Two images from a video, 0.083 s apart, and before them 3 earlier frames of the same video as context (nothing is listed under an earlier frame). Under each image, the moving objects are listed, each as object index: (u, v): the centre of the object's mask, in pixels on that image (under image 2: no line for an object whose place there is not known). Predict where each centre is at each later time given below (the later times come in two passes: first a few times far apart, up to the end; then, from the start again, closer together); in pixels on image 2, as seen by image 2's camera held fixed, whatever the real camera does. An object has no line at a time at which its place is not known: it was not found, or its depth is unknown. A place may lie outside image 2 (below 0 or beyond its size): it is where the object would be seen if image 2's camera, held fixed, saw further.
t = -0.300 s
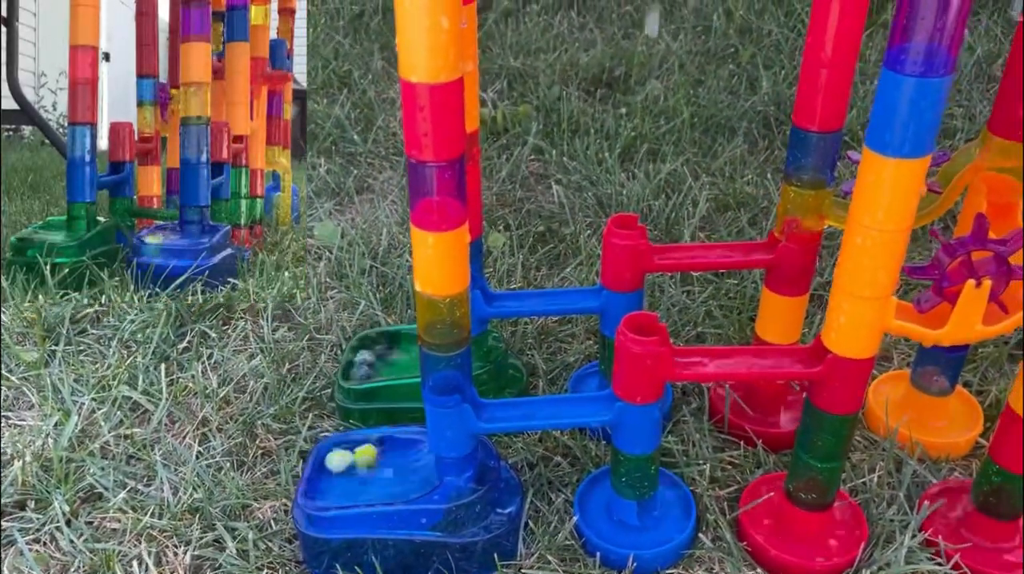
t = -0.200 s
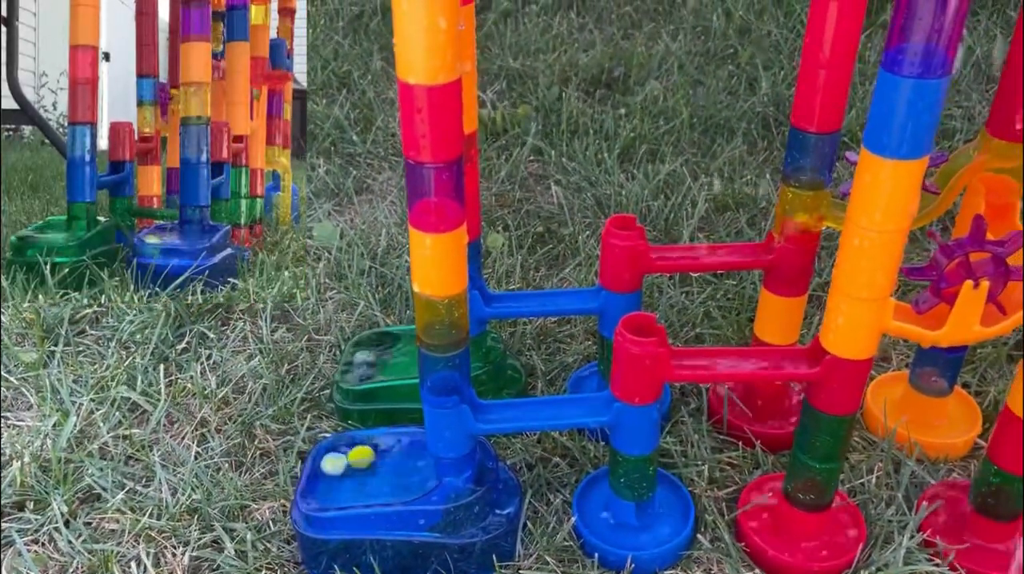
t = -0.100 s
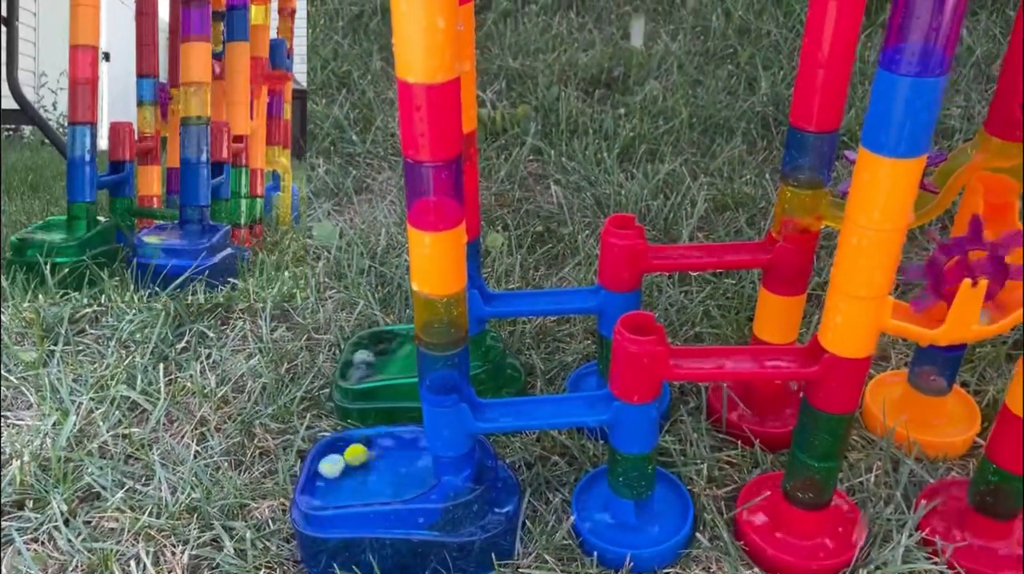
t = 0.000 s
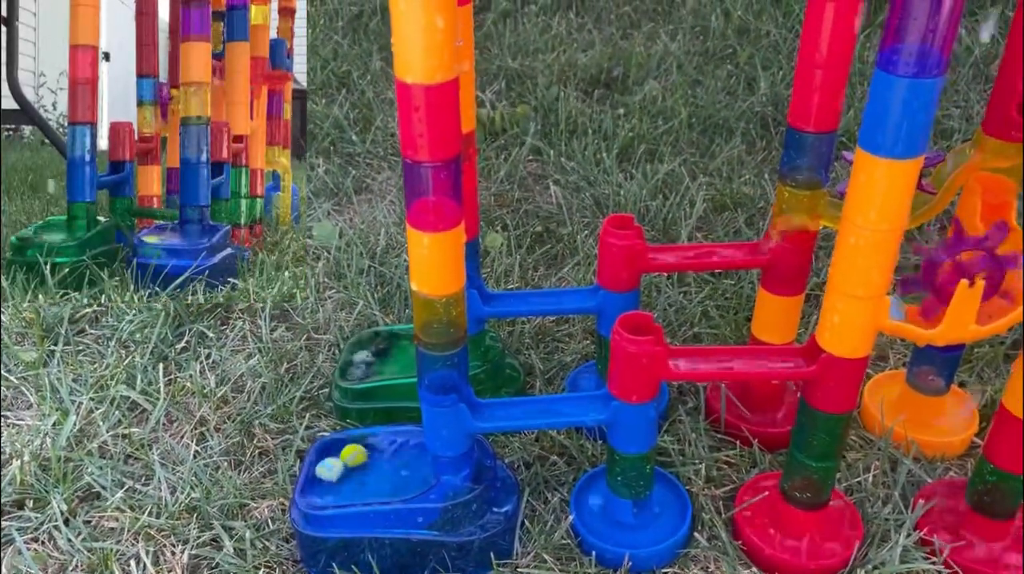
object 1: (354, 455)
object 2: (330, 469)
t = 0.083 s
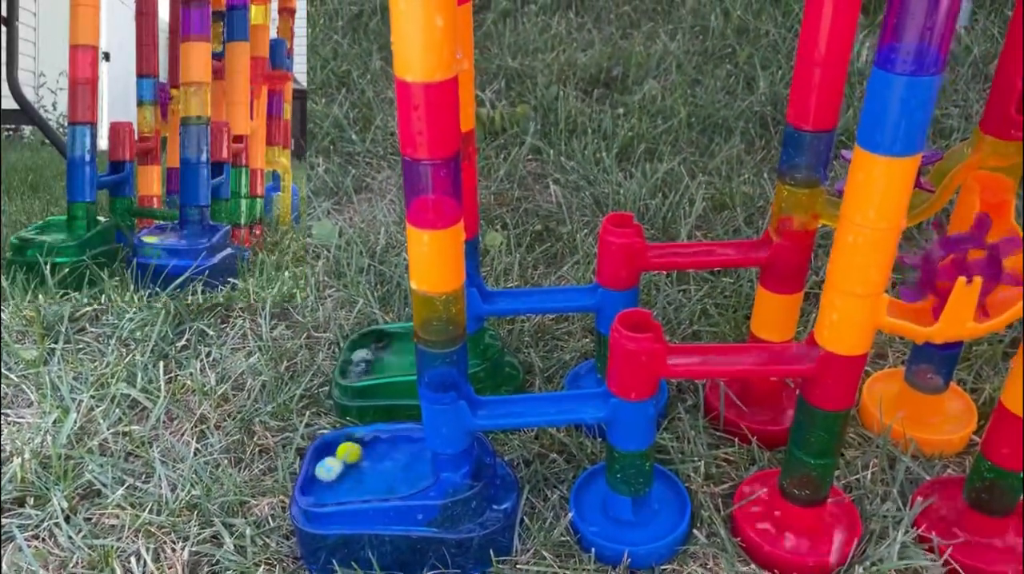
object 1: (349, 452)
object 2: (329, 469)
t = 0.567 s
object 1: (336, 456)
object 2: (326, 478)
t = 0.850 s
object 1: (336, 457)
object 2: (326, 478)
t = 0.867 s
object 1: (336, 457)
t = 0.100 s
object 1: (348, 453)
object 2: (328, 470)
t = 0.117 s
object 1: (347, 453)
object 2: (328, 470)
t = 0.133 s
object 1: (346, 452)
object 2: (328, 471)
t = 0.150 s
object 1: (345, 452)
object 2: (328, 471)
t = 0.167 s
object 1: (344, 452)
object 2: (328, 471)
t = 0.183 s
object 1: (343, 452)
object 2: (327, 472)
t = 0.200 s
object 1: (341, 453)
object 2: (327, 472)
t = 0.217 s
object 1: (341, 453)
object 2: (327, 473)
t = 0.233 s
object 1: (341, 453)
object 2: (328, 473)
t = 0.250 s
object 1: (340, 453)
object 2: (328, 473)
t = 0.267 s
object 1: (340, 454)
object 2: (328, 474)
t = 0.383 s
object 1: (337, 456)
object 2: (326, 477)
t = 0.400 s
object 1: (337, 456)
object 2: (327, 477)
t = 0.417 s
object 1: (337, 456)
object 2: (327, 477)
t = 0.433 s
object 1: (337, 456)
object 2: (326, 477)
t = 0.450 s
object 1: (337, 456)
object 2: (326, 477)
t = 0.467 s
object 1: (337, 456)
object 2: (326, 477)
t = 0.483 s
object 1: (336, 456)
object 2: (326, 477)
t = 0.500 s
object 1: (336, 456)
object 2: (326, 477)
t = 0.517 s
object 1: (336, 456)
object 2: (326, 477)
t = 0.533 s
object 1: (336, 456)
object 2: (326, 477)
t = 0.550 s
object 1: (336, 456)
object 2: (326, 477)
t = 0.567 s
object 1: (336, 456)
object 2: (326, 478)
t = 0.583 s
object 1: (336, 457)
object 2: (326, 478)
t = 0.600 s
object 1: (336, 457)
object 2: (326, 478)
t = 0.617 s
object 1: (335, 457)
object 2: (326, 478)
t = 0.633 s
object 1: (336, 457)
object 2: (326, 478)
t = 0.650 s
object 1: (336, 457)
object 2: (326, 478)
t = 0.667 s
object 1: (336, 457)
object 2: (326, 478)
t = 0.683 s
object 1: (336, 457)
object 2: (326, 478)
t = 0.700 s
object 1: (336, 457)
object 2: (326, 478)
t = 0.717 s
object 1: (336, 457)
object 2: (326, 478)
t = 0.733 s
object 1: (336, 457)
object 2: (326, 478)
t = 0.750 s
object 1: (336, 457)
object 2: (326, 478)
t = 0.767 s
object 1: (336, 457)
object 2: (326, 478)
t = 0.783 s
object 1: (336, 457)
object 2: (326, 478)
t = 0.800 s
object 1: (336, 457)
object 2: (326, 478)
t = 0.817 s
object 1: (336, 457)
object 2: (326, 478)
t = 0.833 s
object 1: (336, 457)
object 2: (326, 478)
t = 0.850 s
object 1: (336, 457)
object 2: (326, 478)
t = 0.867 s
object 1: (336, 457)
